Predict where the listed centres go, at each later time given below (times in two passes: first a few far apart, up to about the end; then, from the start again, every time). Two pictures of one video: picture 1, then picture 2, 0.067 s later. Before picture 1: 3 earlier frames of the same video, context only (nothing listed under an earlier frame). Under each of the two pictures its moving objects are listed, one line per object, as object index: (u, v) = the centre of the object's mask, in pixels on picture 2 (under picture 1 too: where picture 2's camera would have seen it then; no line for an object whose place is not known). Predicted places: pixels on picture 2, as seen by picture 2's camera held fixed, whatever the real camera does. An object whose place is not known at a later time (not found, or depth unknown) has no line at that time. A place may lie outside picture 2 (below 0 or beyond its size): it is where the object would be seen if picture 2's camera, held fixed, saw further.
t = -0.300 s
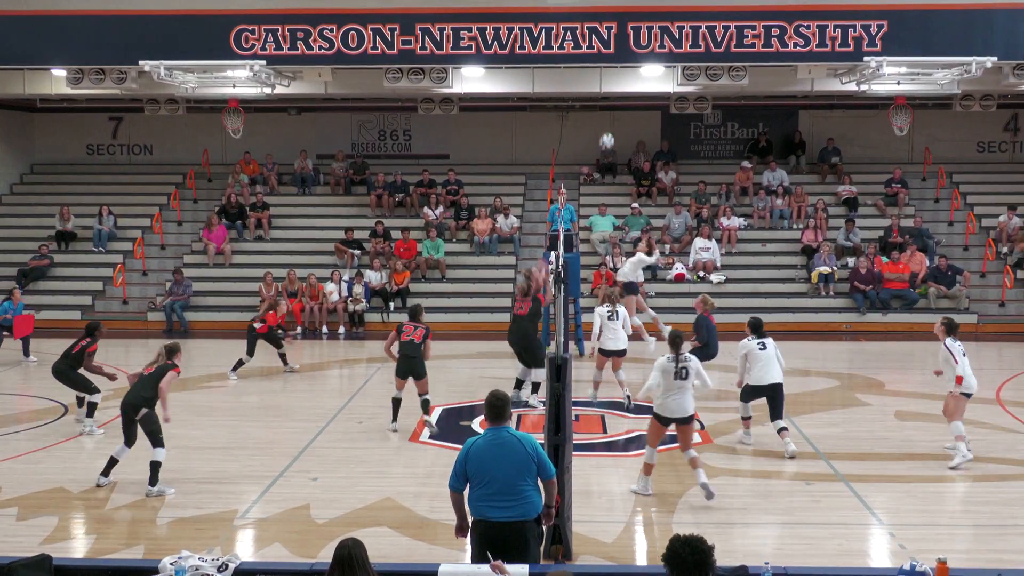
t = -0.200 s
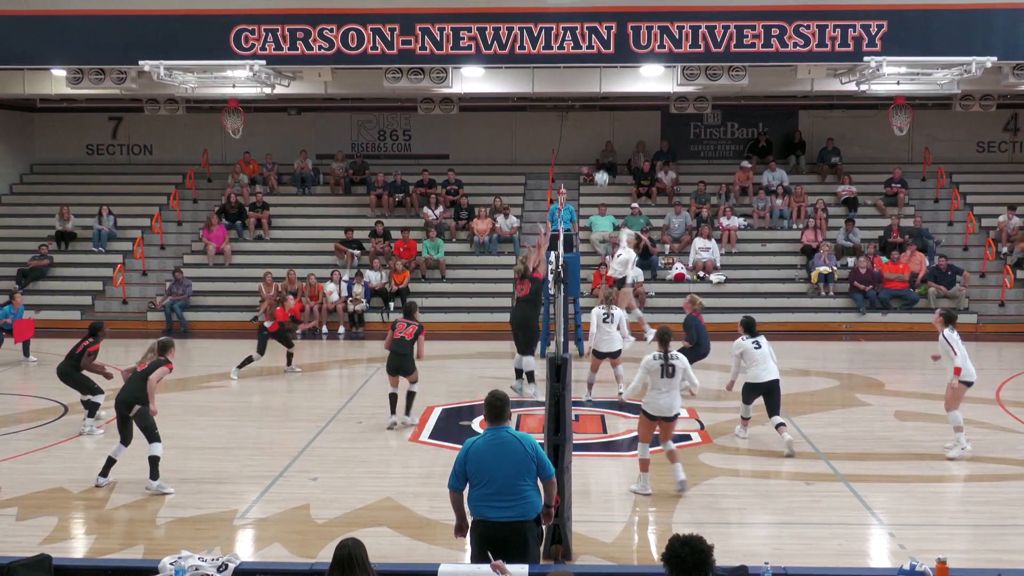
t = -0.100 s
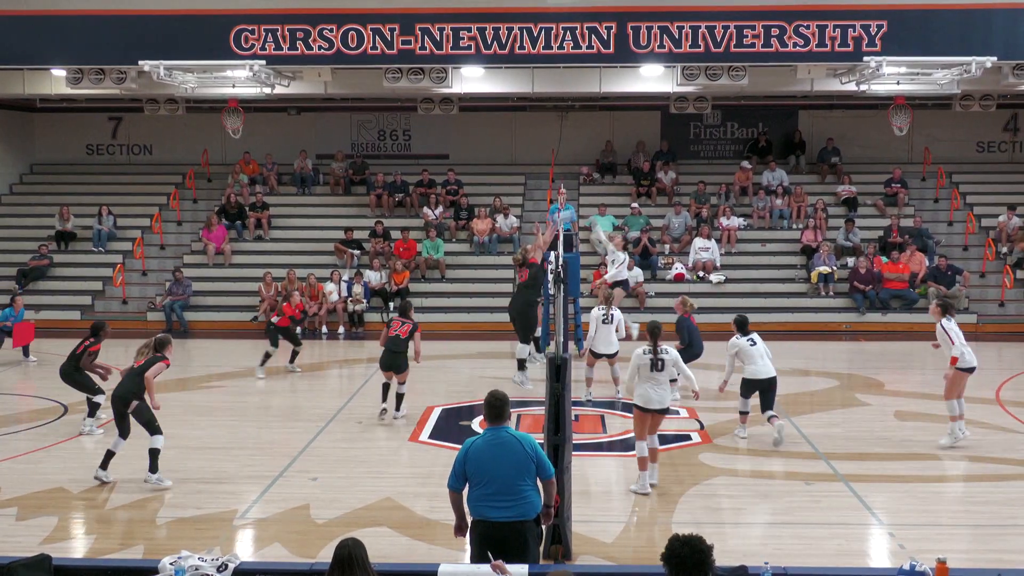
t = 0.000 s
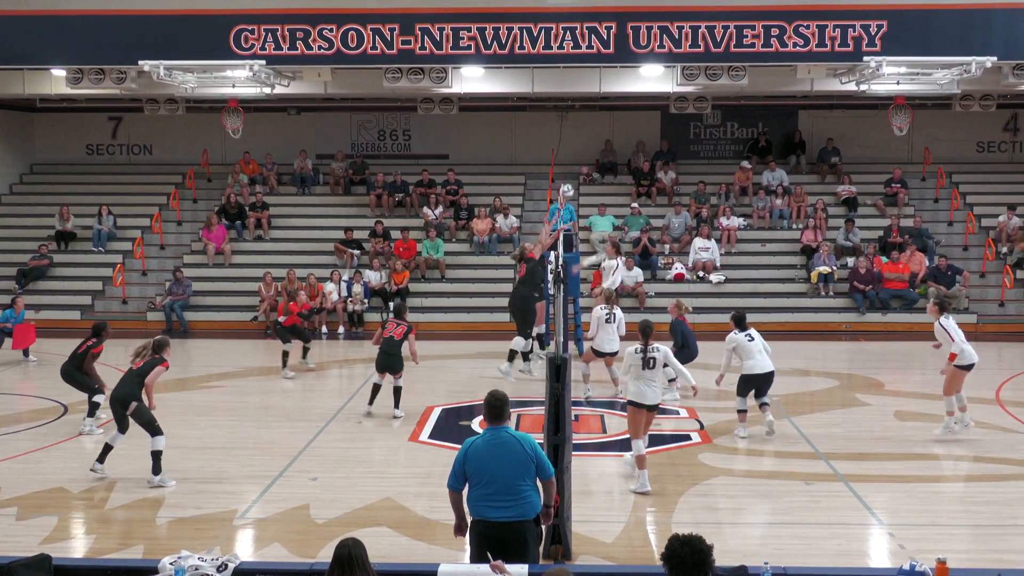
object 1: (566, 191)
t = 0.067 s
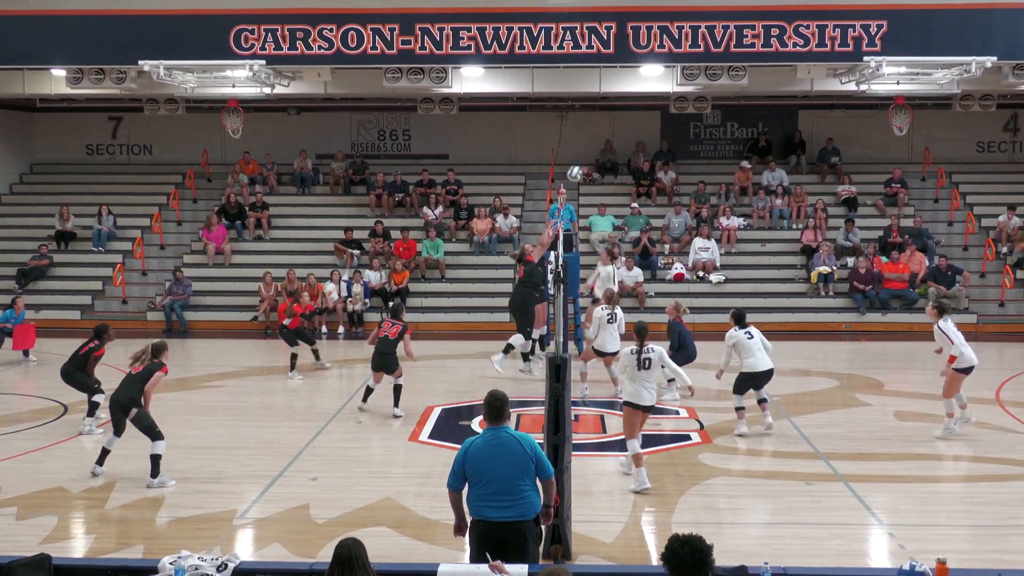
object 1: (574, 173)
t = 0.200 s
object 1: (592, 145)
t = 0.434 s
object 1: (622, 125)
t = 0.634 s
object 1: (650, 141)
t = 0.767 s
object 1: (668, 172)
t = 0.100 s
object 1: (578, 164)
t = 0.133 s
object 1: (583, 157)
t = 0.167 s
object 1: (587, 151)
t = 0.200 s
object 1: (592, 145)
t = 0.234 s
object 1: (595, 140)
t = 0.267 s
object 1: (600, 135)
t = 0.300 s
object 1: (605, 132)
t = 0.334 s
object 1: (609, 129)
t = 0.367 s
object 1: (614, 127)
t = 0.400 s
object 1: (618, 125)
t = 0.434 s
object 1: (622, 125)
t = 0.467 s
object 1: (627, 125)
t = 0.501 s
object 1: (632, 127)
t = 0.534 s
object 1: (636, 129)
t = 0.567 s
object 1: (640, 132)
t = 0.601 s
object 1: (645, 136)
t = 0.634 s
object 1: (650, 141)
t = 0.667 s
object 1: (655, 147)
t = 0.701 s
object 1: (659, 154)
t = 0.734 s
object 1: (663, 162)
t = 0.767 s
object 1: (668, 172)
